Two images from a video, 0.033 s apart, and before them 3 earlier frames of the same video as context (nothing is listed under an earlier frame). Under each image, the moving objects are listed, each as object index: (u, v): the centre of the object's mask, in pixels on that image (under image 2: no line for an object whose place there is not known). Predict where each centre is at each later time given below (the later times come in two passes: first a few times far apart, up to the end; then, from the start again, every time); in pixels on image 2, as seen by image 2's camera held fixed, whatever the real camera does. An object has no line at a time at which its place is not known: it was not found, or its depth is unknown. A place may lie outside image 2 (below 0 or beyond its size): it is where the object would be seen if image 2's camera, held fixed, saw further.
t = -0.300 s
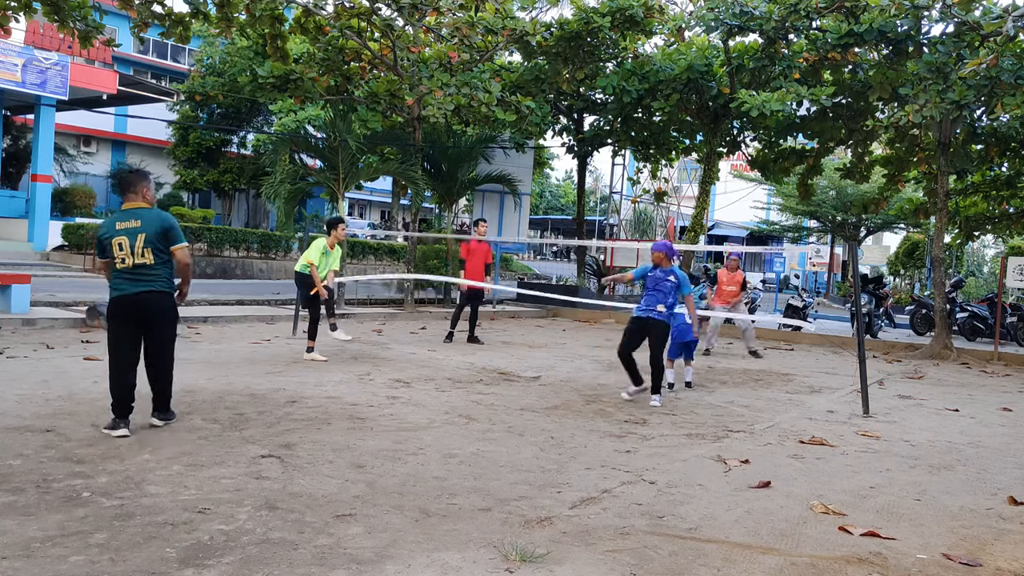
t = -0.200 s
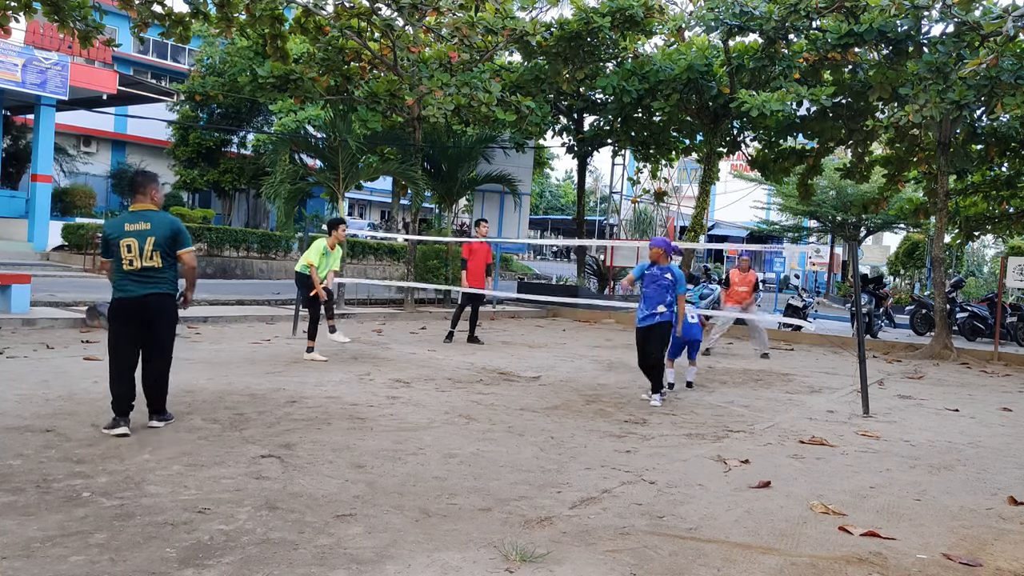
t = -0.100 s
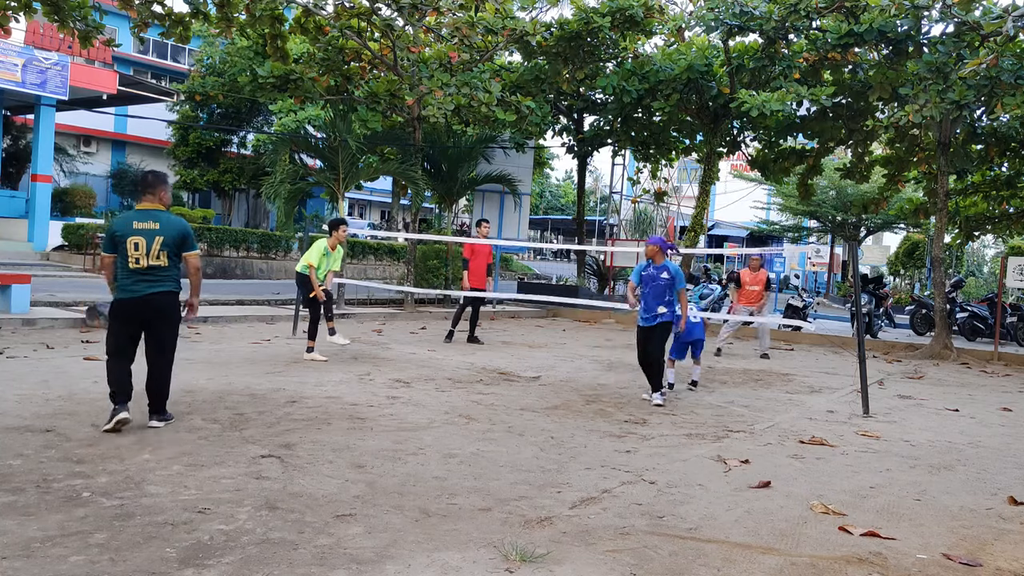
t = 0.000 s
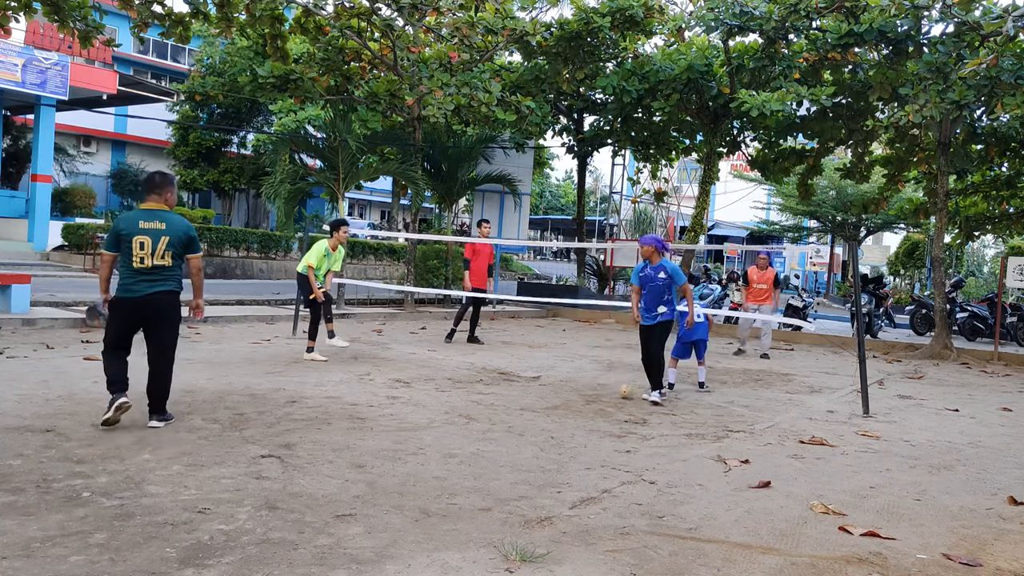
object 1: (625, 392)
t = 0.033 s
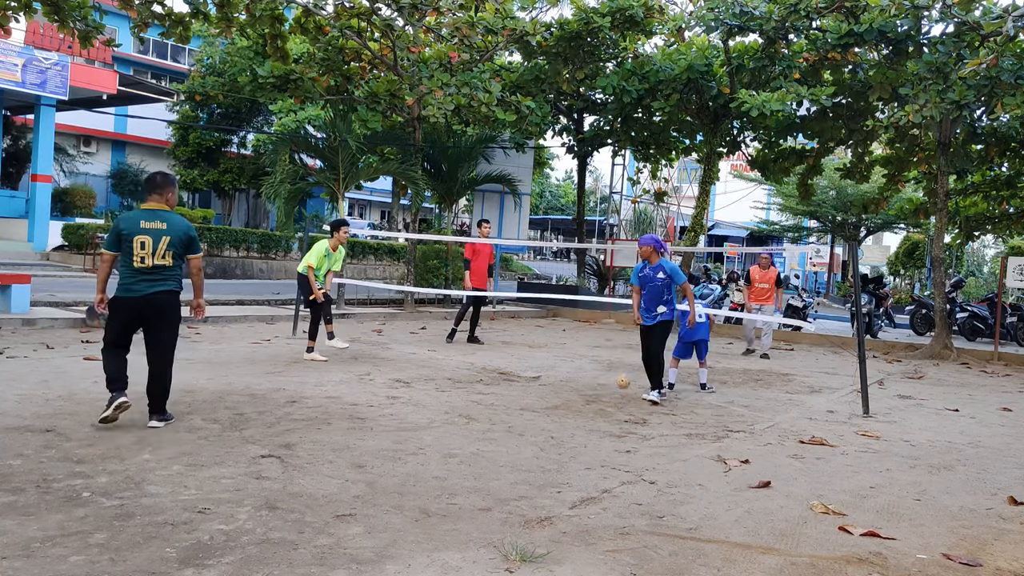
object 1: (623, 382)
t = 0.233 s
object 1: (607, 346)
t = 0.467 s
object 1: (583, 360)
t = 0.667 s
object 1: (557, 396)
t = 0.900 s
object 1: (522, 392)
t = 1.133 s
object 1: (480, 404)
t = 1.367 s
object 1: (439, 415)
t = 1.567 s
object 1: (405, 419)
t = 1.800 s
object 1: (366, 429)
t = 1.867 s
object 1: (351, 431)
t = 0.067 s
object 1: (620, 373)
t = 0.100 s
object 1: (619, 365)
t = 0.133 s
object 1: (618, 361)
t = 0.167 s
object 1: (613, 353)
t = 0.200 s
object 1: (609, 348)
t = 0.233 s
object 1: (607, 346)
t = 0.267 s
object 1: (605, 344)
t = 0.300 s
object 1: (601, 343)
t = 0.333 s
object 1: (598, 344)
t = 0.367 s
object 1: (594, 346)
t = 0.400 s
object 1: (591, 350)
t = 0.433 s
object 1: (587, 353)
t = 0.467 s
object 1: (583, 360)
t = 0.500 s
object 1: (579, 366)
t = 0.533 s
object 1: (575, 376)
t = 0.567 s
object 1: (571, 384)
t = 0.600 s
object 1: (568, 395)
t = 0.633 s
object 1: (564, 403)
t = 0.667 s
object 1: (557, 396)
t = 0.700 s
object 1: (554, 392)
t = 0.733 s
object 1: (548, 389)
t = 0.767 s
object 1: (543, 387)
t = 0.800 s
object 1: (538, 386)
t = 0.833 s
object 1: (533, 387)
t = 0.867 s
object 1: (528, 389)
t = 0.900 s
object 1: (522, 392)
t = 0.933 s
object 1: (516, 398)
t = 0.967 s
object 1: (510, 404)
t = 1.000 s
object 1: (505, 409)
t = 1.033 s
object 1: (498, 406)
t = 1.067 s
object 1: (493, 403)
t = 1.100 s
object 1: (487, 403)
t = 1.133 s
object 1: (480, 404)
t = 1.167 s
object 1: (474, 408)
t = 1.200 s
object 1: (468, 411)
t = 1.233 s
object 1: (462, 415)
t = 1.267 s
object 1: (455, 414)
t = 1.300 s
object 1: (451, 412)
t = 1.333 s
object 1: (445, 412)
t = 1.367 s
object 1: (439, 415)
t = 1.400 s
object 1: (433, 419)
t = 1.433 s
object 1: (428, 420)
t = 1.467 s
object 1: (422, 418)
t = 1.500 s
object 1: (417, 416)
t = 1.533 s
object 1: (411, 416)
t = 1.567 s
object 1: (405, 419)
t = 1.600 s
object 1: (399, 423)
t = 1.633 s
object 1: (393, 425)
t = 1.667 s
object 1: (389, 423)
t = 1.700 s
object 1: (382, 423)
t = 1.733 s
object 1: (376, 427)
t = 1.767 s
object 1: (371, 428)
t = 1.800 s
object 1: (366, 429)
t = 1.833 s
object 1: (359, 431)
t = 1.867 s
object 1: (351, 431)
